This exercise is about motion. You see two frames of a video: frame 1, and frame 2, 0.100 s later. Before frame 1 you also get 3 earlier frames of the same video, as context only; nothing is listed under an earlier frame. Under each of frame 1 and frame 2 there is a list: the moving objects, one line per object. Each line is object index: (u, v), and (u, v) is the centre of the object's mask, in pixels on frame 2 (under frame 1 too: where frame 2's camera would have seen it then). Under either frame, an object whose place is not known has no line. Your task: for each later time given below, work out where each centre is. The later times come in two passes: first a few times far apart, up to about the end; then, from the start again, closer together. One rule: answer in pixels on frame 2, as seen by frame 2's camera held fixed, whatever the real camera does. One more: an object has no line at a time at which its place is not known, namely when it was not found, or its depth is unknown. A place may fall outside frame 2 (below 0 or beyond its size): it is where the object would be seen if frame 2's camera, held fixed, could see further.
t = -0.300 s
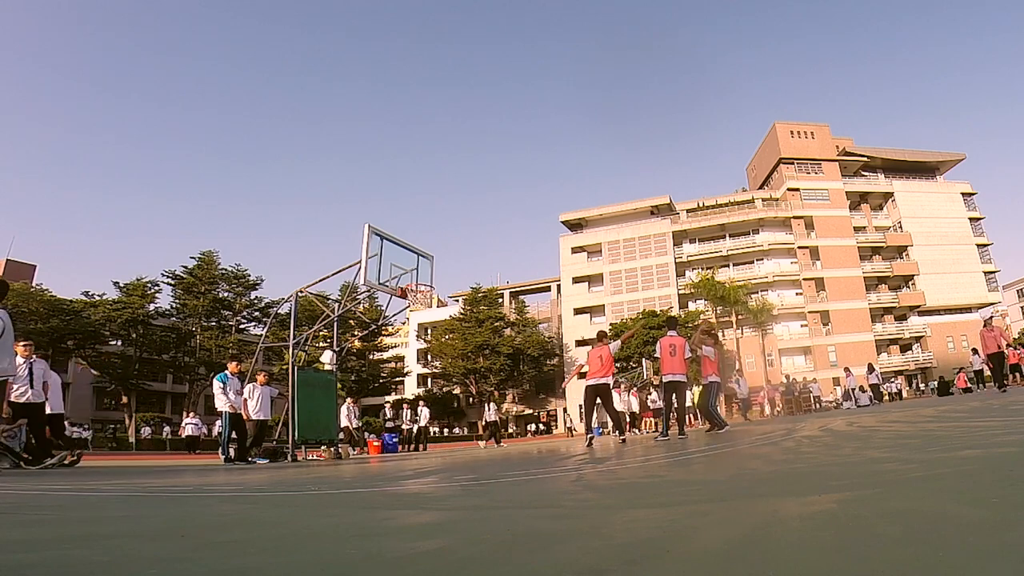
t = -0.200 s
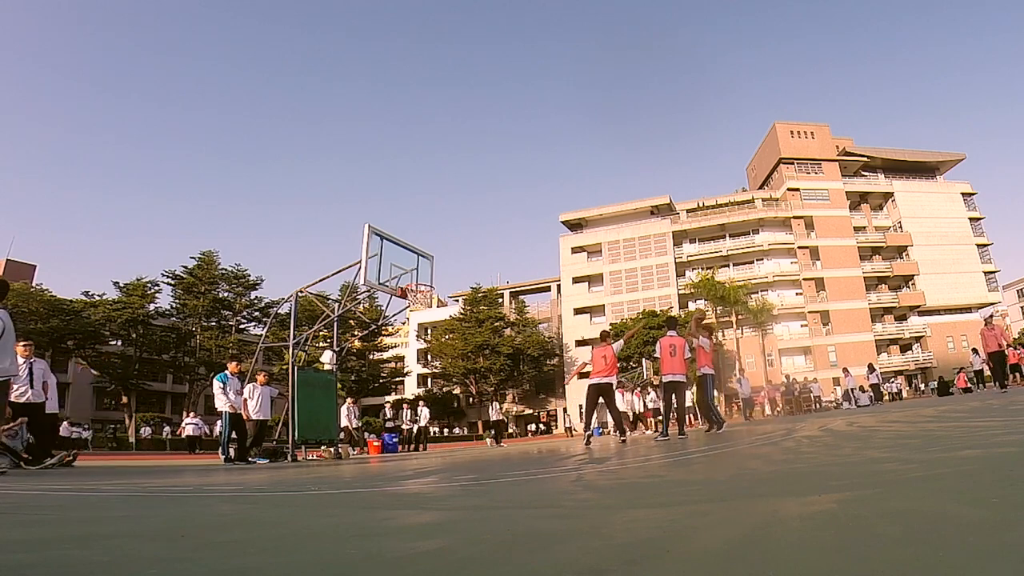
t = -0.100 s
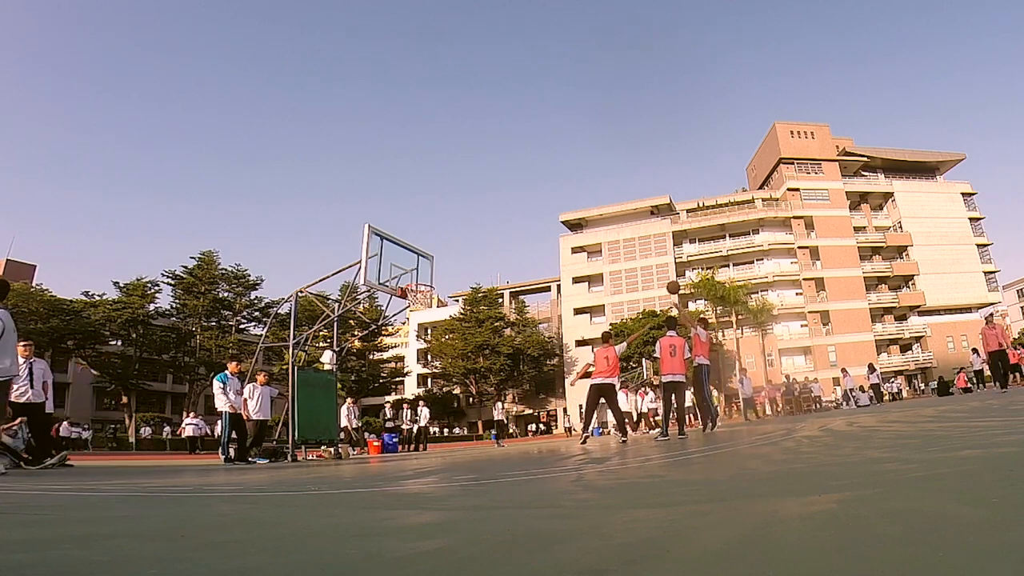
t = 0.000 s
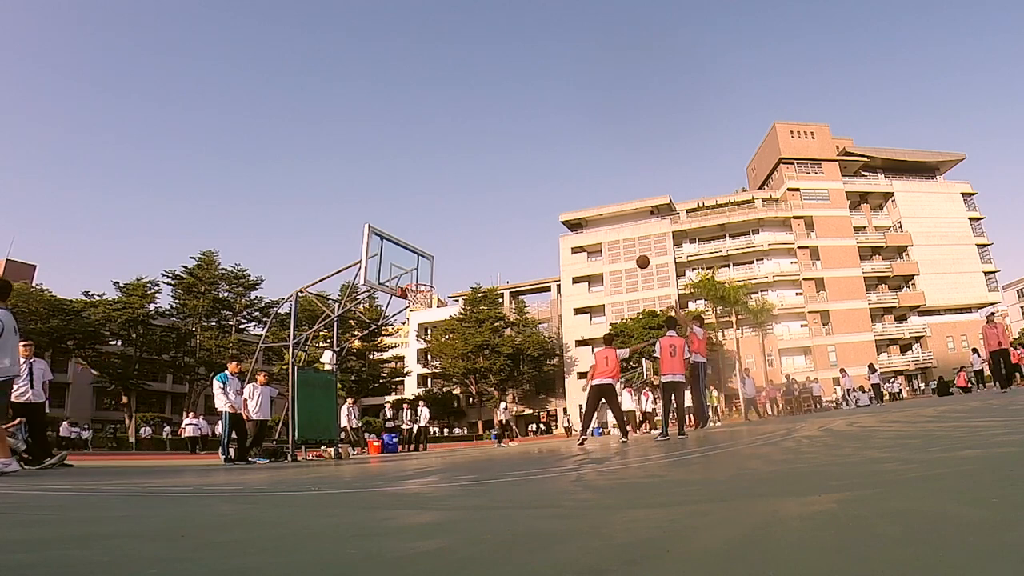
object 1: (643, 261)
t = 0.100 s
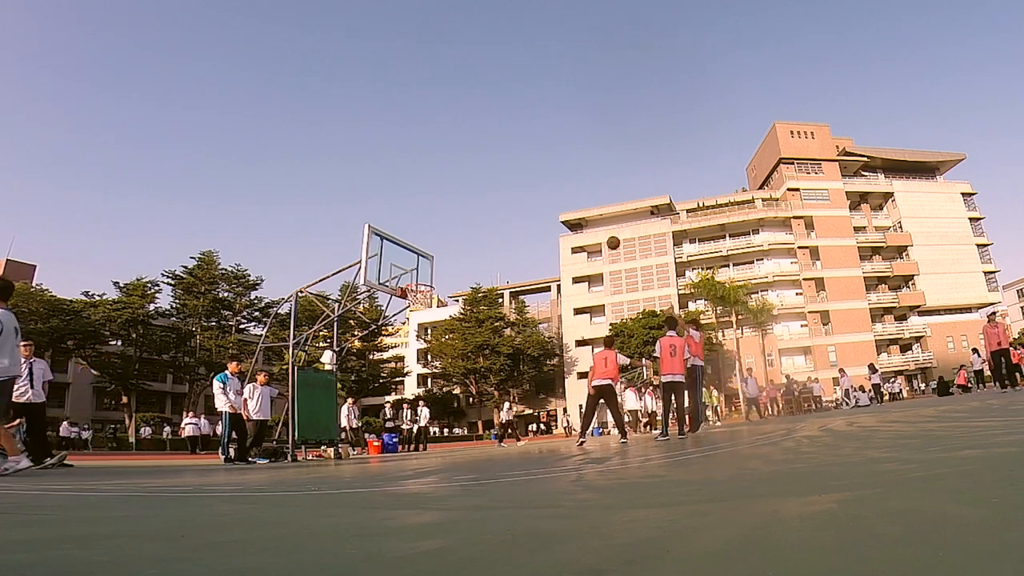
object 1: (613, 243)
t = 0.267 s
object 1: (565, 224)
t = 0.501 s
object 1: (503, 222)
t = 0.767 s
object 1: (434, 254)
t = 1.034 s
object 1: (407, 259)
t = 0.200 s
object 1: (584, 229)
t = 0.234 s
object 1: (575, 226)
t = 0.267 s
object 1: (565, 224)
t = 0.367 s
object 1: (538, 220)
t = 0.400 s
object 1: (530, 219)
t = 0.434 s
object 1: (521, 220)
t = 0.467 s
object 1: (512, 221)
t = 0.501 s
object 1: (503, 222)
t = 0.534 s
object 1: (494, 225)
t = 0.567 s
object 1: (486, 227)
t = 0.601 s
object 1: (477, 230)
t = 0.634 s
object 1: (468, 234)
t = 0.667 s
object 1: (460, 238)
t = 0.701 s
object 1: (451, 243)
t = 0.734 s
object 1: (443, 249)
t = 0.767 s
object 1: (434, 254)
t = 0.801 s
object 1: (426, 261)
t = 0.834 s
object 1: (417, 269)
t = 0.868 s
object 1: (408, 276)
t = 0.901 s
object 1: (403, 277)
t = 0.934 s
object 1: (398, 272)
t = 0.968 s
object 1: (401, 268)
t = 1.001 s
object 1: (404, 263)
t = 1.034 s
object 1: (407, 259)
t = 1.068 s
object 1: (409, 256)
